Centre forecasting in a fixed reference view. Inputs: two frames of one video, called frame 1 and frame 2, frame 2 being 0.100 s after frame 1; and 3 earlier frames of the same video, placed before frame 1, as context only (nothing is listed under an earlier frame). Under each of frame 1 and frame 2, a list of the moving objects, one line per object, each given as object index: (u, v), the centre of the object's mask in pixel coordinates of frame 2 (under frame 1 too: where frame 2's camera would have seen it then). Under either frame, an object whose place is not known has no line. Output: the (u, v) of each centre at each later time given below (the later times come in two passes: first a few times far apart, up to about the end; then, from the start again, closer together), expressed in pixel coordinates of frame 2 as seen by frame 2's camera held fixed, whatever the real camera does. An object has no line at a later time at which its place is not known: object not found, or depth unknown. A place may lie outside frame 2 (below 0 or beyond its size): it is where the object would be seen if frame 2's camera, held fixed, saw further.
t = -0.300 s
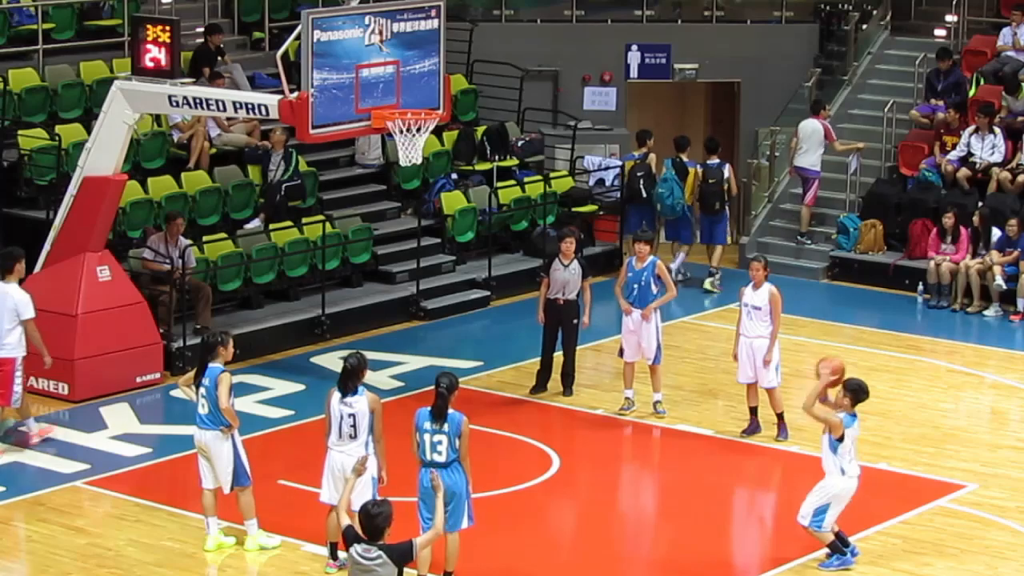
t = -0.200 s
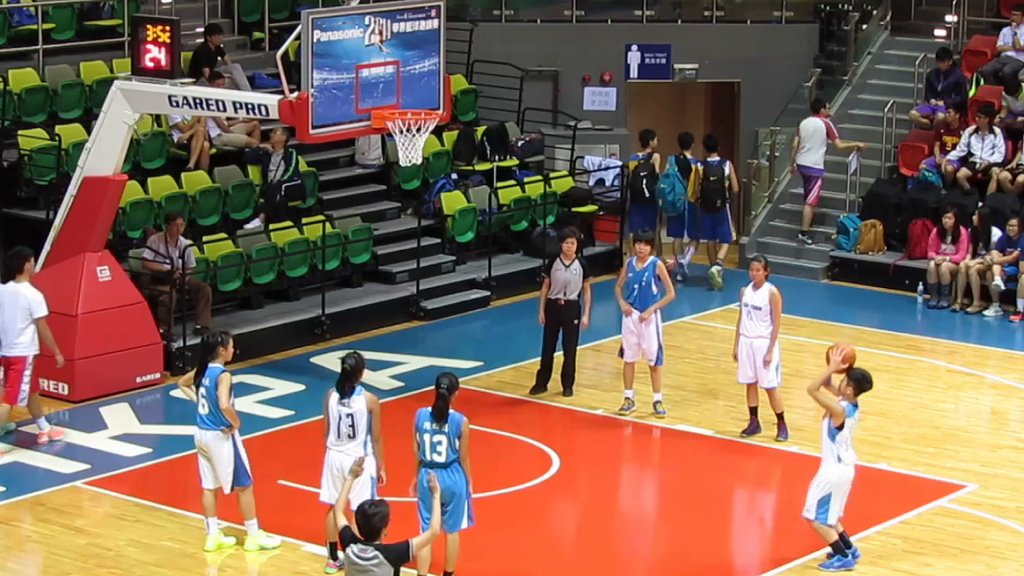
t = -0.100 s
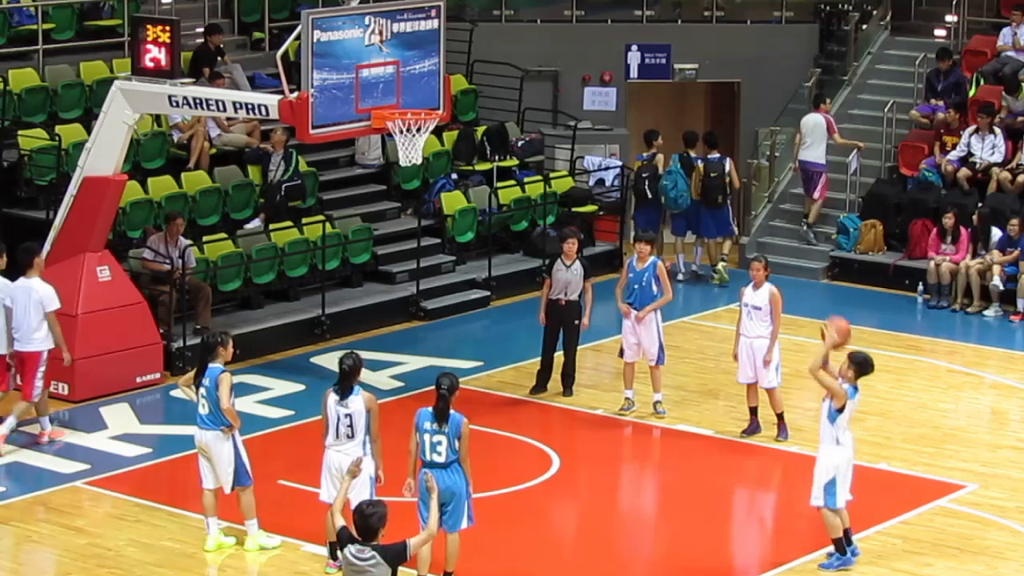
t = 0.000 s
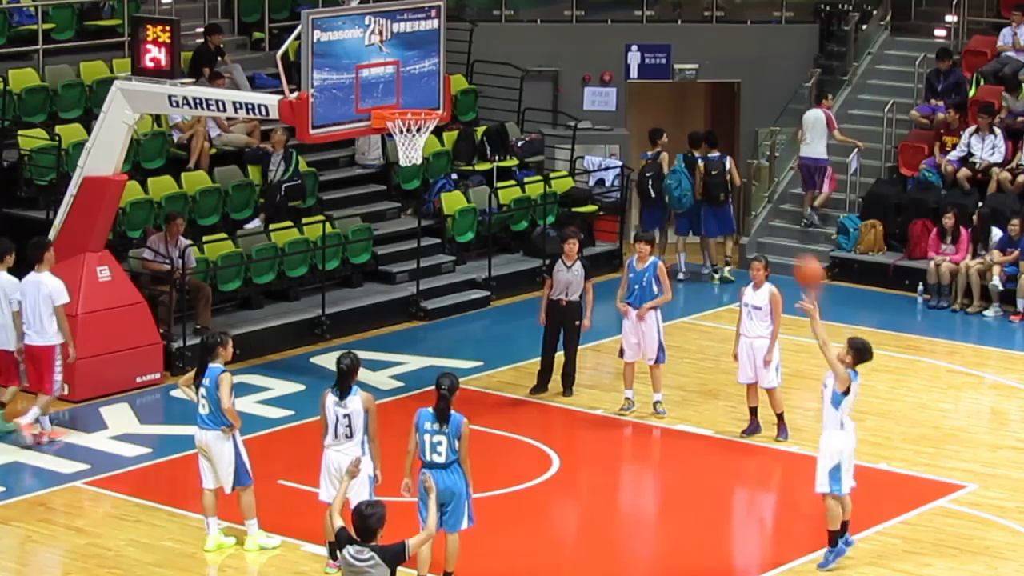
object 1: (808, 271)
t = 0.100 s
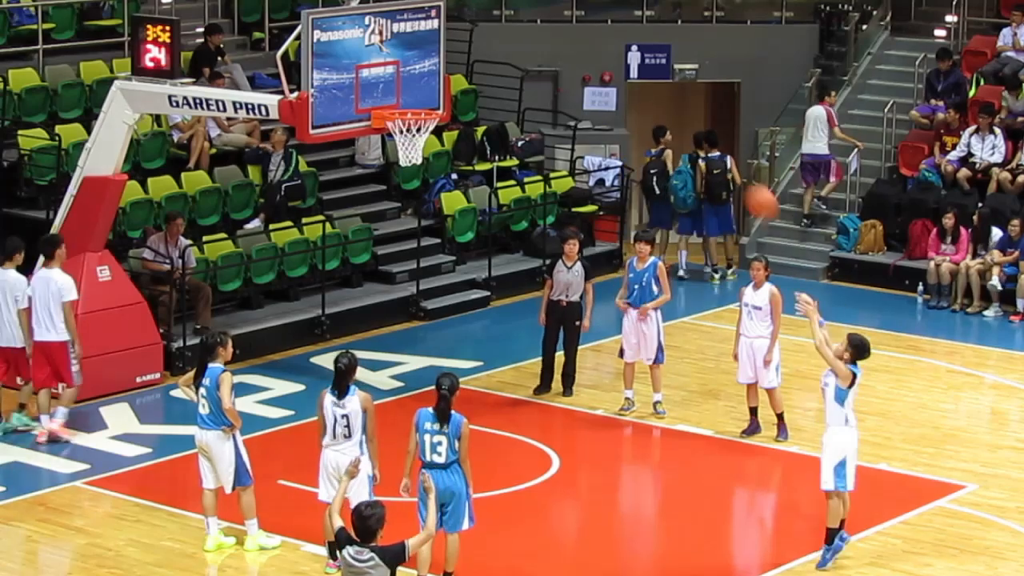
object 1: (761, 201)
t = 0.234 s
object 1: (699, 130)
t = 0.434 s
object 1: (609, 66)
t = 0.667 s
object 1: (510, 53)
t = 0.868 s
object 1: (429, 90)
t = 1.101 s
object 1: (419, 187)
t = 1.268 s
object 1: (442, 282)
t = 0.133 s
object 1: (746, 183)
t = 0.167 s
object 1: (731, 164)
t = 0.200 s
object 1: (715, 146)
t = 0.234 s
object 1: (699, 130)
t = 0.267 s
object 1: (684, 116)
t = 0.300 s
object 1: (669, 103)
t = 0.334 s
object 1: (654, 92)
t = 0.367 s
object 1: (639, 83)
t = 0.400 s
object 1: (623, 73)
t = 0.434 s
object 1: (609, 66)
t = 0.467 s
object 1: (595, 60)
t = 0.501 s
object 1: (580, 55)
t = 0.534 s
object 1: (566, 52)
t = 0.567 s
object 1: (552, 50)
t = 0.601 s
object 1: (537, 50)
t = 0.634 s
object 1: (524, 51)
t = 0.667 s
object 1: (510, 53)
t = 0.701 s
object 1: (496, 56)
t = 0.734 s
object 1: (483, 61)
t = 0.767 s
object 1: (470, 66)
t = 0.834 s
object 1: (443, 82)
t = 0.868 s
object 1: (429, 90)
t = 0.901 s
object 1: (418, 101)
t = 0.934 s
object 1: (406, 112)
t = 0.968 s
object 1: (401, 128)
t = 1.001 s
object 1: (405, 139)
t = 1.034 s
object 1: (410, 158)
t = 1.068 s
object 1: (414, 170)
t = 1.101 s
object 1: (419, 187)
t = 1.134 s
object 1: (423, 203)
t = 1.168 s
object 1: (428, 221)
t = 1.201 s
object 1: (433, 240)
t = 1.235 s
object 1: (438, 260)
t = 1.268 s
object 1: (442, 282)
